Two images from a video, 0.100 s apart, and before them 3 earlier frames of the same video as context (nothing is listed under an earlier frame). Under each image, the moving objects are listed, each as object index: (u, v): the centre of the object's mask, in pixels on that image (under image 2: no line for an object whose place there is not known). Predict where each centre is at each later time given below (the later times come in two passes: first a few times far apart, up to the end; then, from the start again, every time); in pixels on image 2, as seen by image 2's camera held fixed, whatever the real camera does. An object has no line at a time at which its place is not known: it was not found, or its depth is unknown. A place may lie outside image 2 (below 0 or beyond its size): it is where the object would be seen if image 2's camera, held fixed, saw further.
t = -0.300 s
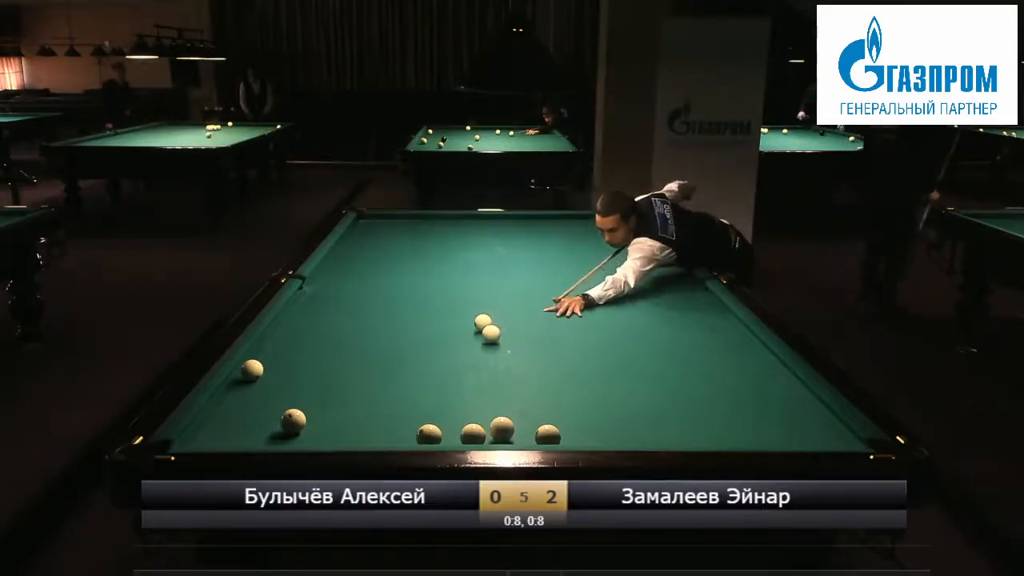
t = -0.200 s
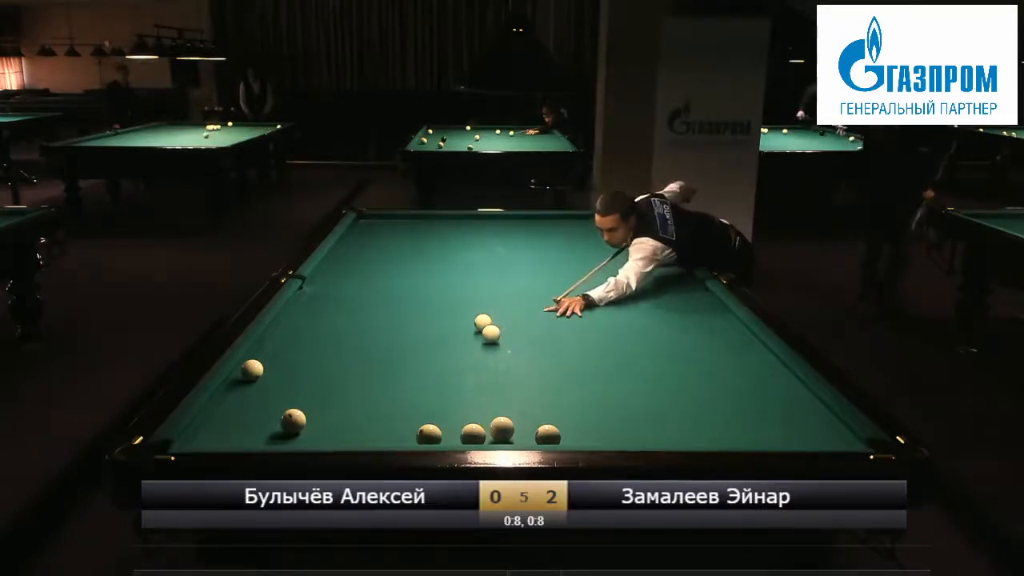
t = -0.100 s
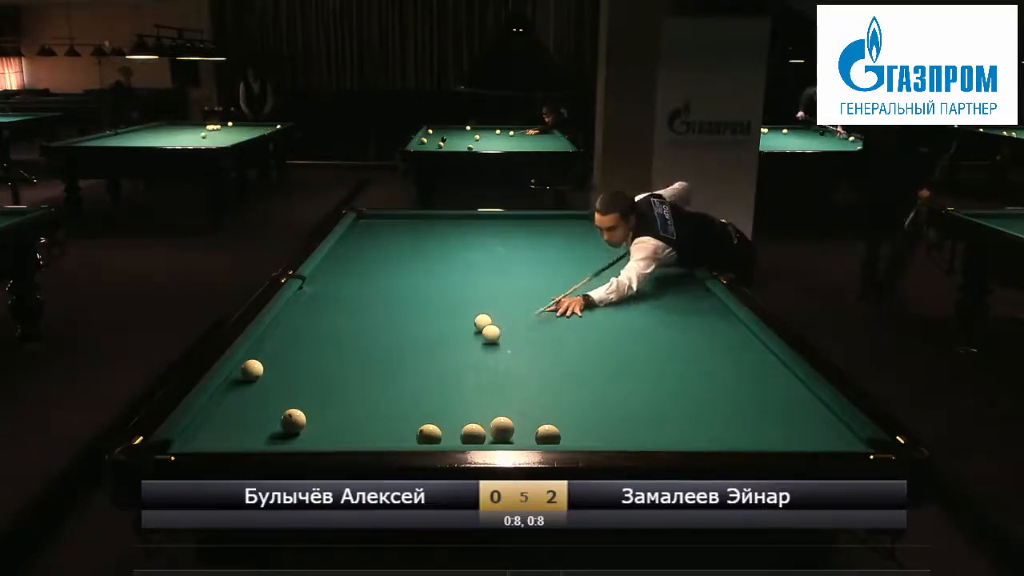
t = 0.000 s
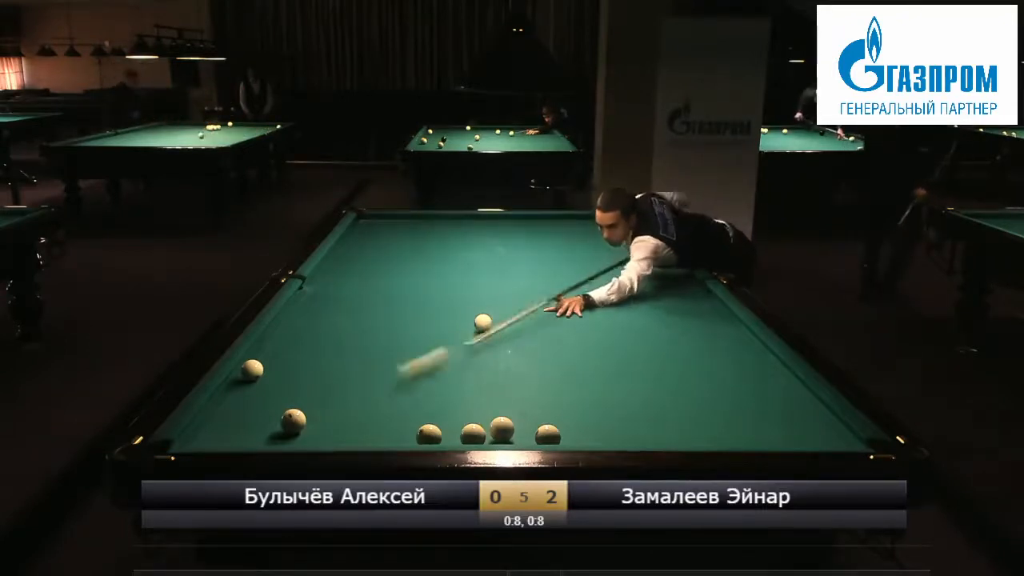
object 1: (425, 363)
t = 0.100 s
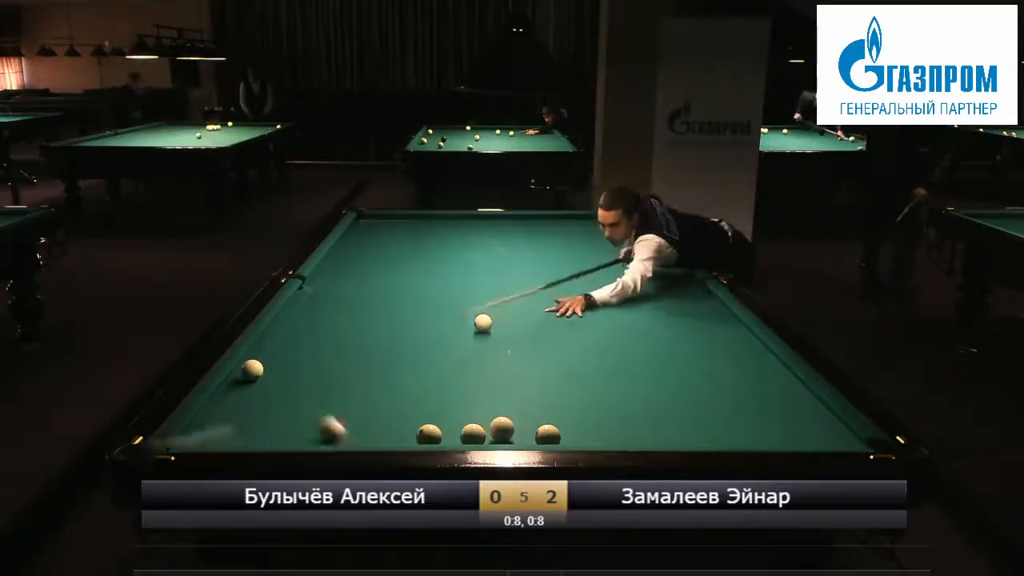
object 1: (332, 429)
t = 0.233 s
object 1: (416, 411)
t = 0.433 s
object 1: (512, 373)
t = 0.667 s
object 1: (597, 340)
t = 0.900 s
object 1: (665, 313)
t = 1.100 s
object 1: (702, 294)
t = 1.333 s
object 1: (646, 277)
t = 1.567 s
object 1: (602, 263)
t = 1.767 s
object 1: (569, 253)
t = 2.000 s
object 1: (534, 242)
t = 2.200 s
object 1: (508, 233)
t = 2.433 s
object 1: (481, 224)
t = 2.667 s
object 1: (457, 216)
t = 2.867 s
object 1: (432, 218)
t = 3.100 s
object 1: (401, 222)
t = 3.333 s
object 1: (370, 226)
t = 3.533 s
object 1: (356, 231)
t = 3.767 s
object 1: (371, 235)
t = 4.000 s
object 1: (387, 241)
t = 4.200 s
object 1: (401, 245)
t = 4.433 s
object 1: (417, 250)
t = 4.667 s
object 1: (434, 255)
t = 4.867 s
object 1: (449, 260)
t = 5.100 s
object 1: (467, 265)
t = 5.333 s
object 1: (486, 271)
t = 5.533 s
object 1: (502, 276)
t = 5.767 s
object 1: (521, 282)
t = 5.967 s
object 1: (538, 286)
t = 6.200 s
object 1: (558, 292)
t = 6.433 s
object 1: (577, 298)
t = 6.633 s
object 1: (594, 303)
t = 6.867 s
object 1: (615, 309)
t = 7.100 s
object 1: (636, 316)
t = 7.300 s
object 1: (654, 322)
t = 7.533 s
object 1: (675, 328)
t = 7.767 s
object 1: (696, 334)
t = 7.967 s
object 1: (714, 340)
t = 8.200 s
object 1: (736, 346)
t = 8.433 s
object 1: (757, 353)
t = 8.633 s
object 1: (766, 358)
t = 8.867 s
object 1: (763, 362)
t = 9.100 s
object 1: (760, 367)
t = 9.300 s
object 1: (757, 370)
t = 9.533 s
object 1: (753, 374)
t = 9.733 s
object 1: (752, 377)
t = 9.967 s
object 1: (749, 380)
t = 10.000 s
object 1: (749, 381)
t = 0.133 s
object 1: (351, 435)
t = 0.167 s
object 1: (375, 428)
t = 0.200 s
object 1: (396, 420)
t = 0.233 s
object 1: (416, 411)
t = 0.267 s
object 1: (436, 402)
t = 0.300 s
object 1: (452, 397)
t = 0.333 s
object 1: (469, 389)
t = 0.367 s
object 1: (484, 382)
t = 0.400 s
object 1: (498, 378)
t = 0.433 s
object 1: (512, 373)
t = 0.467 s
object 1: (525, 367)
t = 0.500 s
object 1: (539, 361)
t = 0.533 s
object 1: (551, 357)
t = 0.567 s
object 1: (563, 353)
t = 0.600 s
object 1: (575, 348)
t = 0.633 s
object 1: (586, 344)
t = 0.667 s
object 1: (597, 340)
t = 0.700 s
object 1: (608, 336)
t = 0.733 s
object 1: (619, 332)
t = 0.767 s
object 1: (627, 328)
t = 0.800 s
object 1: (637, 324)
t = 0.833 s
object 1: (647, 320)
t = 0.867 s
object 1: (656, 317)
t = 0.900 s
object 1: (665, 313)
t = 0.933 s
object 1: (674, 310)
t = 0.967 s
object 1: (682, 307)
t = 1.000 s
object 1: (690, 303)
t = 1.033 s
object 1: (698, 301)
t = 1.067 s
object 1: (706, 297)
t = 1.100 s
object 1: (702, 294)
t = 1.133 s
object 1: (692, 292)
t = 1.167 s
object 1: (683, 289)
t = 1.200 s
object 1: (675, 287)
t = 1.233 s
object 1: (667, 285)
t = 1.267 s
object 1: (660, 282)
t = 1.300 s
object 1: (653, 280)
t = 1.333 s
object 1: (646, 277)
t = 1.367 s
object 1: (639, 275)
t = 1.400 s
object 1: (633, 273)
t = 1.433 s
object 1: (626, 271)
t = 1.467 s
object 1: (621, 269)
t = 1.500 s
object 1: (614, 267)
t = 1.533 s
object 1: (608, 265)
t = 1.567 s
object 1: (602, 263)
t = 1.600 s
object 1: (596, 261)
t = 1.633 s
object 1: (590, 260)
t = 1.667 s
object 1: (585, 258)
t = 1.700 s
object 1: (579, 256)
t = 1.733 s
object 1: (574, 254)
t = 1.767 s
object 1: (569, 253)
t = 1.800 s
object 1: (563, 251)
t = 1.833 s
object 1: (558, 249)
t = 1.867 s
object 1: (553, 248)
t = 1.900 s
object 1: (548, 246)
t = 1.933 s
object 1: (544, 245)
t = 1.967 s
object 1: (539, 243)
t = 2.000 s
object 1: (534, 242)
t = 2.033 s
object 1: (530, 240)
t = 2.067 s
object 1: (525, 239)
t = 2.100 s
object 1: (521, 237)
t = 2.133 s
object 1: (517, 236)
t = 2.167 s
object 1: (513, 235)
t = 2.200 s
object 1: (508, 233)
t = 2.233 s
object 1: (505, 232)
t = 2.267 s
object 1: (500, 231)
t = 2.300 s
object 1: (496, 229)
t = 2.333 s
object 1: (492, 228)
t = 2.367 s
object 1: (488, 227)
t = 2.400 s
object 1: (485, 225)
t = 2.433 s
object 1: (481, 224)
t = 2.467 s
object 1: (478, 223)
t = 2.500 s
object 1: (474, 222)
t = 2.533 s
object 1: (470, 220)
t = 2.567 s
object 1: (467, 219)
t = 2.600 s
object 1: (464, 218)
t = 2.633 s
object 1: (460, 217)
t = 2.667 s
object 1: (457, 216)
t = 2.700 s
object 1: (454, 215)
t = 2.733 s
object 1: (450, 215)
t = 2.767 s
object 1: (445, 216)
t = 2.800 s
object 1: (441, 217)
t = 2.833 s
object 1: (437, 217)
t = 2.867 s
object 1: (432, 218)
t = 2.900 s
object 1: (428, 218)
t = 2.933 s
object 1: (424, 219)
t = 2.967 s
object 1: (419, 219)
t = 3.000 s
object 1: (415, 220)
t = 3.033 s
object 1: (410, 221)
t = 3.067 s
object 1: (406, 221)
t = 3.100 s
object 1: (401, 222)
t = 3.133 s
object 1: (397, 222)
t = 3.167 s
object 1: (393, 223)
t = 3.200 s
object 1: (388, 224)
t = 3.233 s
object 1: (383, 224)
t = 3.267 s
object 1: (379, 225)
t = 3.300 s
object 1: (374, 226)
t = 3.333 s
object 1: (370, 226)
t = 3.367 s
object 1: (365, 227)
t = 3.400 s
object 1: (360, 228)
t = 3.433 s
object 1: (355, 228)
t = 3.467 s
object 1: (351, 229)
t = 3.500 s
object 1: (353, 230)
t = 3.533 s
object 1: (356, 231)
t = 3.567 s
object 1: (358, 231)
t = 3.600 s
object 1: (360, 232)
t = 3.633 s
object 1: (362, 233)
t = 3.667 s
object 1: (364, 233)
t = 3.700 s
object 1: (366, 234)
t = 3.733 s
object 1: (369, 235)
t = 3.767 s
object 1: (371, 235)
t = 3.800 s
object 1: (373, 236)
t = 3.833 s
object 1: (375, 237)
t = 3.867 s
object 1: (377, 237)
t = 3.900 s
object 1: (380, 238)
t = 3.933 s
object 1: (382, 239)
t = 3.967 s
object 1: (384, 240)
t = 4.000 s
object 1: (387, 241)
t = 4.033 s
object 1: (389, 241)
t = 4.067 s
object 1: (392, 242)
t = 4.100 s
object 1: (393, 243)
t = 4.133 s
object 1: (396, 243)
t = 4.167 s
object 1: (398, 244)
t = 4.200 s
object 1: (401, 245)
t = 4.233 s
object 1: (403, 246)
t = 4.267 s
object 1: (405, 247)
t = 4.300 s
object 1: (408, 247)
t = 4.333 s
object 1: (410, 248)
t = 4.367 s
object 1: (413, 248)
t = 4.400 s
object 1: (415, 249)
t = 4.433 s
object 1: (417, 250)
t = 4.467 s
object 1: (420, 251)
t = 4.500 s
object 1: (422, 251)
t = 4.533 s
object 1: (425, 252)
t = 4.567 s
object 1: (427, 253)
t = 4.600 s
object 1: (430, 254)
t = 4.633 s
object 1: (432, 255)
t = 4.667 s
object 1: (434, 255)
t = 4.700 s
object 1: (436, 256)
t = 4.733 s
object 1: (439, 257)
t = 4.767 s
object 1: (441, 258)
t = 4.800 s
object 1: (444, 258)
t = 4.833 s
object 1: (447, 259)
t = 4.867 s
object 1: (449, 260)
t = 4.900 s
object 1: (452, 261)
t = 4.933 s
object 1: (455, 261)
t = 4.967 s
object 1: (457, 262)
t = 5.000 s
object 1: (460, 263)
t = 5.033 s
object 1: (462, 264)
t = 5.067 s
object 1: (465, 265)
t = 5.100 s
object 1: (467, 265)
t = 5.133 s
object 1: (470, 266)
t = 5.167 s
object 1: (473, 267)
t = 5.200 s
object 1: (475, 267)
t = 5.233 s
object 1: (478, 268)
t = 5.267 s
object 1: (480, 269)
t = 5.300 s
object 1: (483, 270)
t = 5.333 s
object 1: (486, 271)
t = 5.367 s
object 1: (488, 271)
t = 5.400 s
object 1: (491, 272)
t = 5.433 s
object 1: (494, 273)
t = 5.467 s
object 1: (497, 274)
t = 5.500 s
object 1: (499, 275)
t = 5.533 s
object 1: (502, 276)
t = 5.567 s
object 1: (505, 277)
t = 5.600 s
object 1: (507, 277)
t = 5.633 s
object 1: (510, 278)
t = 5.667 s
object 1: (513, 279)
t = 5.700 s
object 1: (515, 280)
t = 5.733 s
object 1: (518, 281)
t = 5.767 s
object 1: (521, 282)
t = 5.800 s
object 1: (524, 282)
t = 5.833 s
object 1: (527, 283)
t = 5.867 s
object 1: (529, 284)
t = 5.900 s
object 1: (532, 285)
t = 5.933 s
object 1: (535, 286)
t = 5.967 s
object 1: (538, 286)
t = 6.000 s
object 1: (540, 287)
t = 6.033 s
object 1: (544, 288)
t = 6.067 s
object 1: (546, 289)
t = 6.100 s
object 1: (549, 290)
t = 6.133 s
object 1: (552, 291)
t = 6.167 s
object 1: (555, 291)
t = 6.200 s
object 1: (558, 292)
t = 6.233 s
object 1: (560, 293)
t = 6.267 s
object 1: (563, 294)
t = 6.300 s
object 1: (566, 295)
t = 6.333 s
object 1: (569, 296)
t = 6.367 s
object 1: (572, 296)
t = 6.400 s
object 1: (574, 297)
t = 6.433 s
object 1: (577, 298)
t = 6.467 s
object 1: (580, 299)
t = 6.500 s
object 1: (583, 300)
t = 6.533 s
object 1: (586, 301)
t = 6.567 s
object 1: (589, 302)
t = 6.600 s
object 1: (592, 303)
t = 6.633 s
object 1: (594, 303)
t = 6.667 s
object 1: (597, 304)
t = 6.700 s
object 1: (600, 305)
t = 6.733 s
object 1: (603, 305)
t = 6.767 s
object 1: (606, 307)
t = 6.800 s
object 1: (609, 308)
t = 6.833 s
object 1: (612, 309)
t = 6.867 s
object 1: (615, 309)
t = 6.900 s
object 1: (618, 310)
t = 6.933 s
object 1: (621, 311)
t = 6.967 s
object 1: (624, 312)
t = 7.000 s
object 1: (626, 313)
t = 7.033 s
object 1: (629, 314)
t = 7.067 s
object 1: (632, 315)
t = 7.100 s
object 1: (636, 316)
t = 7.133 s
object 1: (639, 317)
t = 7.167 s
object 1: (641, 318)
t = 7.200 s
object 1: (645, 318)
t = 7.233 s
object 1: (648, 320)
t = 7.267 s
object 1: (651, 320)
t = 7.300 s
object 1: (654, 322)
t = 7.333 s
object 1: (657, 322)
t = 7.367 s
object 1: (659, 323)
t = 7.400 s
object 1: (662, 324)
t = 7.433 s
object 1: (665, 325)
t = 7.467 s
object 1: (669, 326)
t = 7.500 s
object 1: (672, 327)
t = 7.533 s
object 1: (675, 328)
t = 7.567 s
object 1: (678, 329)
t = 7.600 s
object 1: (681, 329)
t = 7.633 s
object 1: (684, 331)
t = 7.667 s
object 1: (687, 331)
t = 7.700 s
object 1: (690, 332)
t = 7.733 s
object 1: (693, 333)
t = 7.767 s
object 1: (696, 334)
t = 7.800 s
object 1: (699, 335)
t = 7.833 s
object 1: (702, 336)
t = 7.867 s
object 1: (706, 337)
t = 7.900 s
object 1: (708, 338)
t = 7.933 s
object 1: (711, 339)
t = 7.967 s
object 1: (714, 340)
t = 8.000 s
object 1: (717, 341)
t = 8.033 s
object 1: (720, 342)
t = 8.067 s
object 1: (723, 343)
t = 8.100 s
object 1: (726, 343)
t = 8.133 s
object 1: (729, 344)
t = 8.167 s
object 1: (733, 345)
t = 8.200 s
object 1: (736, 346)
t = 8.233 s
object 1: (738, 347)
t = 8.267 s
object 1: (742, 348)
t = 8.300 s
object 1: (745, 349)
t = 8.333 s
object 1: (748, 350)
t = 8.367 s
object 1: (751, 351)
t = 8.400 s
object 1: (755, 352)
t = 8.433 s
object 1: (757, 353)
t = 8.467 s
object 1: (759, 354)
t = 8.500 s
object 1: (763, 355)
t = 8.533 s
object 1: (766, 356)
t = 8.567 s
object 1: (766, 357)
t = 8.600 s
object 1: (767, 358)
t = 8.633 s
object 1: (766, 358)
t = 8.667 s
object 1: (766, 359)
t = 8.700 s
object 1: (765, 359)
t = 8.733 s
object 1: (765, 360)
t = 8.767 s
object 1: (764, 360)
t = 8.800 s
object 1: (764, 361)
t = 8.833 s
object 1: (763, 362)
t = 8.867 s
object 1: (763, 362)
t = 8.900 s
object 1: (762, 363)
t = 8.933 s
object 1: (762, 364)
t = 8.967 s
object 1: (761, 364)
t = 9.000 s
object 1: (761, 365)
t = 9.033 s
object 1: (761, 366)
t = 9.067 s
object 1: (760, 366)
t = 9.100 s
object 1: (760, 367)
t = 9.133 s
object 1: (758, 367)
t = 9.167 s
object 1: (759, 368)
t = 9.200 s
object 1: (758, 369)
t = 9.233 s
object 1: (758, 369)
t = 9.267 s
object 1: (757, 370)
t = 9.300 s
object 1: (757, 370)
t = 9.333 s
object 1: (756, 371)
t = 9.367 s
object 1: (756, 371)
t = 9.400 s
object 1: (755, 372)
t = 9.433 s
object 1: (755, 372)
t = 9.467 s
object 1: (755, 373)
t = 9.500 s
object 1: (754, 373)
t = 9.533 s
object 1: (753, 374)
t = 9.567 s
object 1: (753, 375)
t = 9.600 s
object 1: (753, 375)
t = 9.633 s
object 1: (752, 376)
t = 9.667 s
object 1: (752, 376)
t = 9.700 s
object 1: (752, 377)
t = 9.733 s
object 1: (752, 377)
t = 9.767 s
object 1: (751, 377)
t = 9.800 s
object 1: (751, 378)
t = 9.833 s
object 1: (750, 378)
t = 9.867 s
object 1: (750, 378)
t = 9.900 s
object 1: (750, 379)
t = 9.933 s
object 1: (750, 379)
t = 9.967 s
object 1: (749, 380)
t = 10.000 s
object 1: (749, 381)
